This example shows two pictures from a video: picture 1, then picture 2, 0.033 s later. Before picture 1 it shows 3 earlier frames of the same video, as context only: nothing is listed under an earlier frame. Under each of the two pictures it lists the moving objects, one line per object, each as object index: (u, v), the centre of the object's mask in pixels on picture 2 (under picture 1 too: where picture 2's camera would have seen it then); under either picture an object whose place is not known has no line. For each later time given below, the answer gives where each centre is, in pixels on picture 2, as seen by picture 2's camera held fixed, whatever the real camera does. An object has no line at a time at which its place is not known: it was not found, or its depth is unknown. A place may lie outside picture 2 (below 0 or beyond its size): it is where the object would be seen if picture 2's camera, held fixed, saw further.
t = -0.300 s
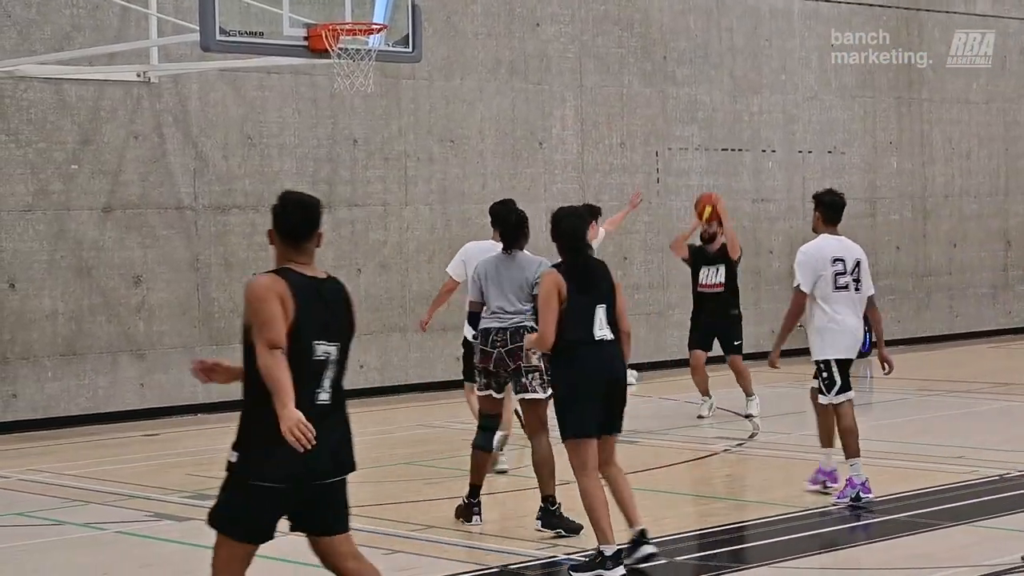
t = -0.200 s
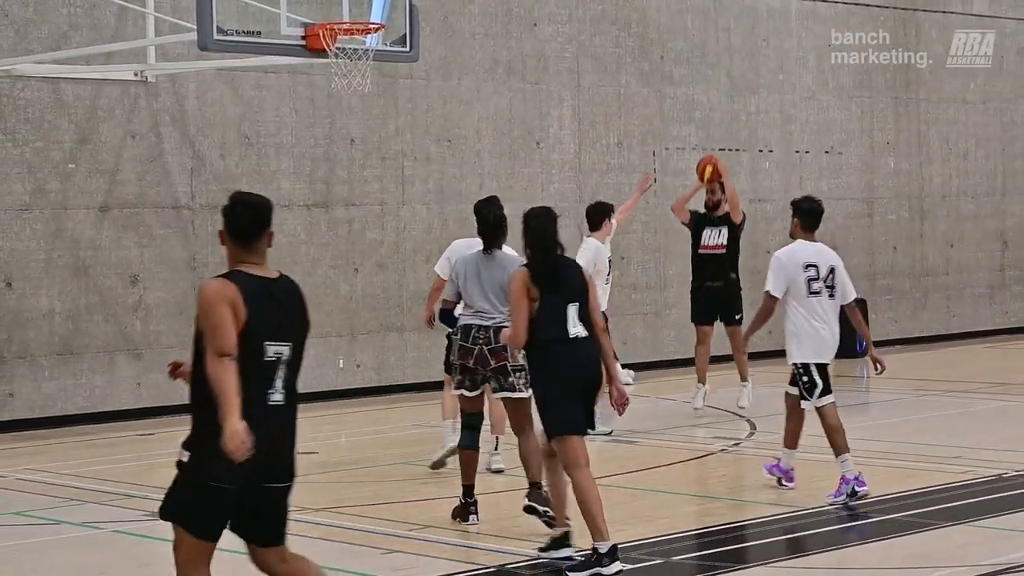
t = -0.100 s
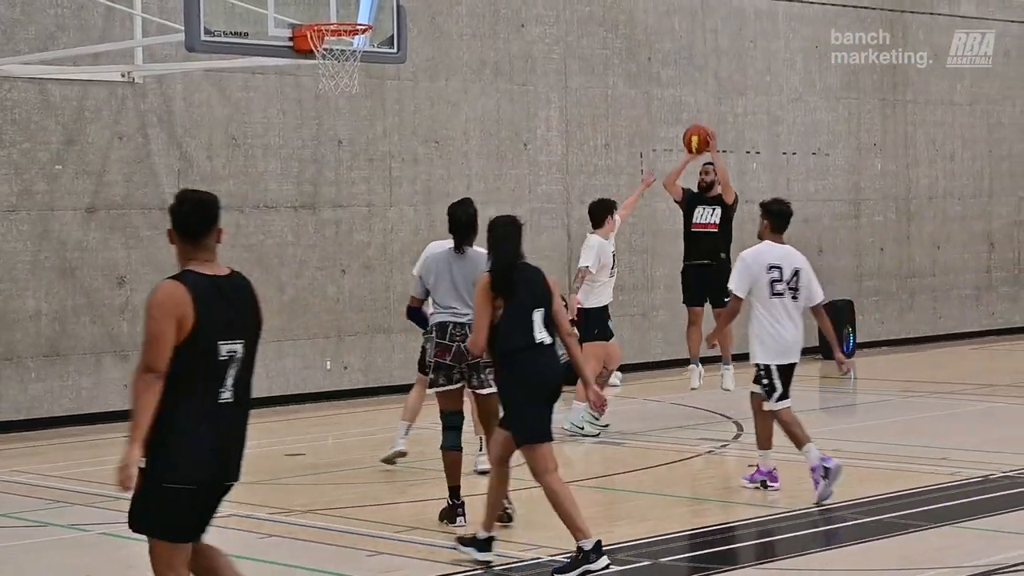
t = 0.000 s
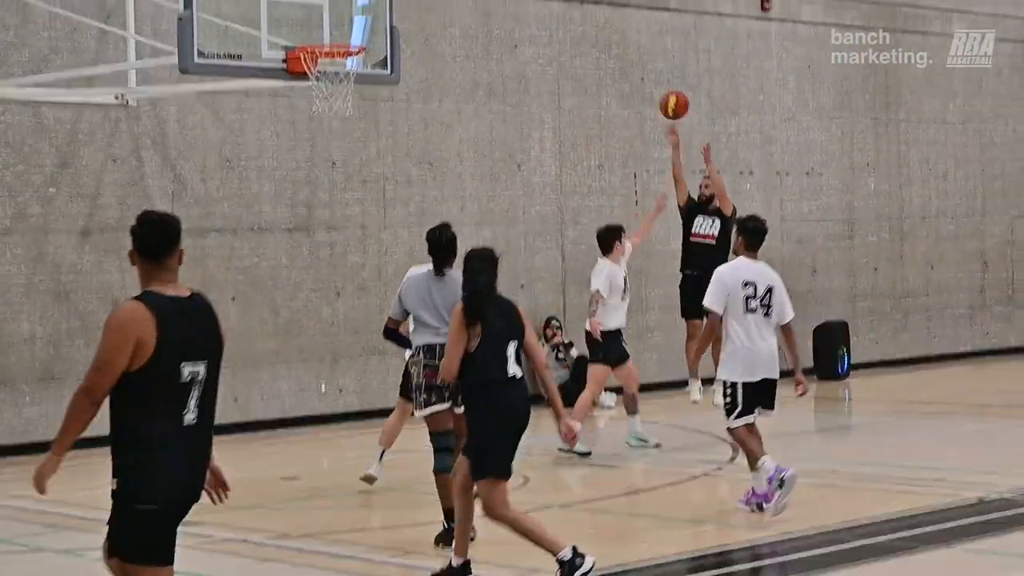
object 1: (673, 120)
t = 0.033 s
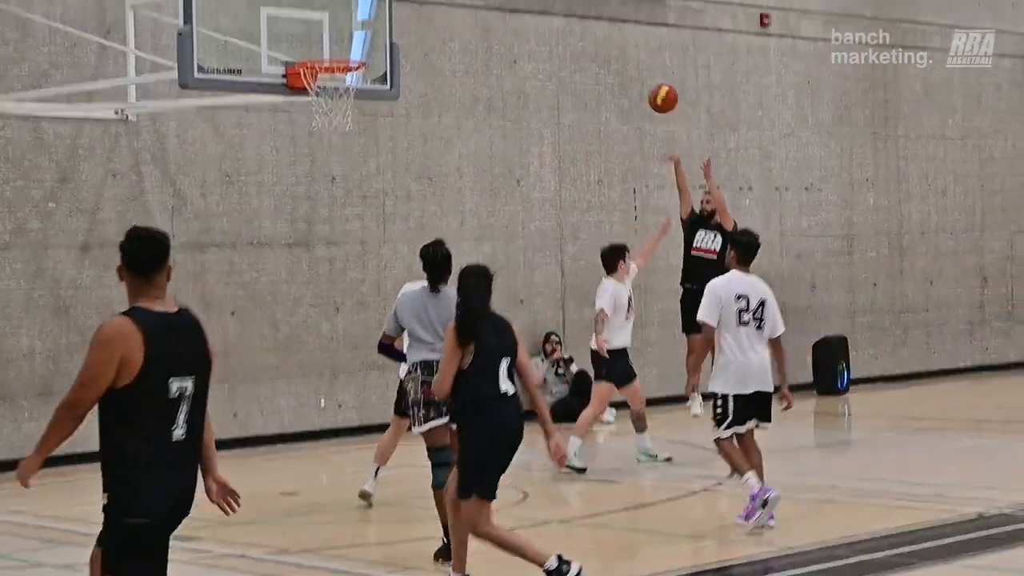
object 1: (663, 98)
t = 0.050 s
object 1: (657, 88)
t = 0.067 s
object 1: (653, 77)
